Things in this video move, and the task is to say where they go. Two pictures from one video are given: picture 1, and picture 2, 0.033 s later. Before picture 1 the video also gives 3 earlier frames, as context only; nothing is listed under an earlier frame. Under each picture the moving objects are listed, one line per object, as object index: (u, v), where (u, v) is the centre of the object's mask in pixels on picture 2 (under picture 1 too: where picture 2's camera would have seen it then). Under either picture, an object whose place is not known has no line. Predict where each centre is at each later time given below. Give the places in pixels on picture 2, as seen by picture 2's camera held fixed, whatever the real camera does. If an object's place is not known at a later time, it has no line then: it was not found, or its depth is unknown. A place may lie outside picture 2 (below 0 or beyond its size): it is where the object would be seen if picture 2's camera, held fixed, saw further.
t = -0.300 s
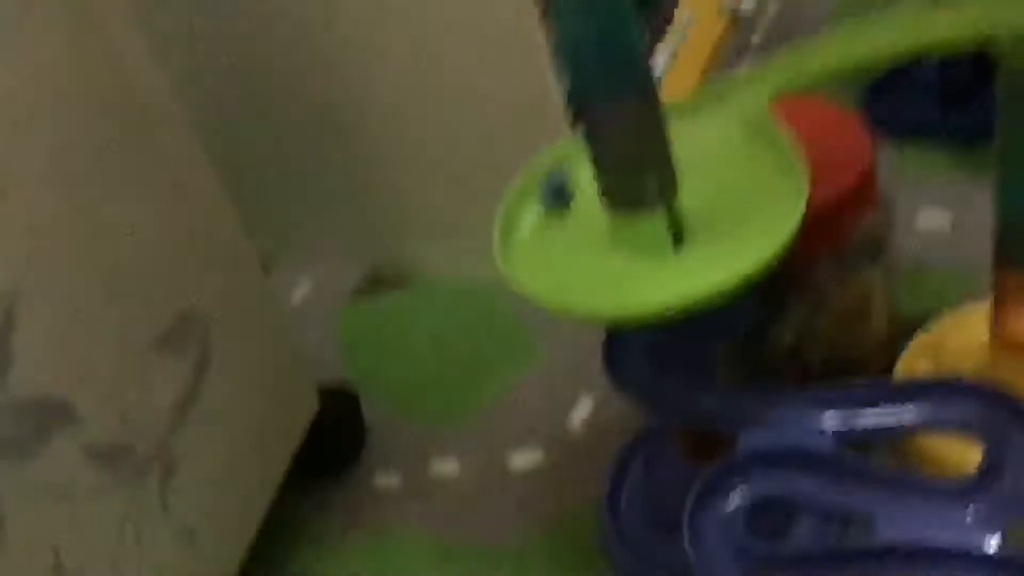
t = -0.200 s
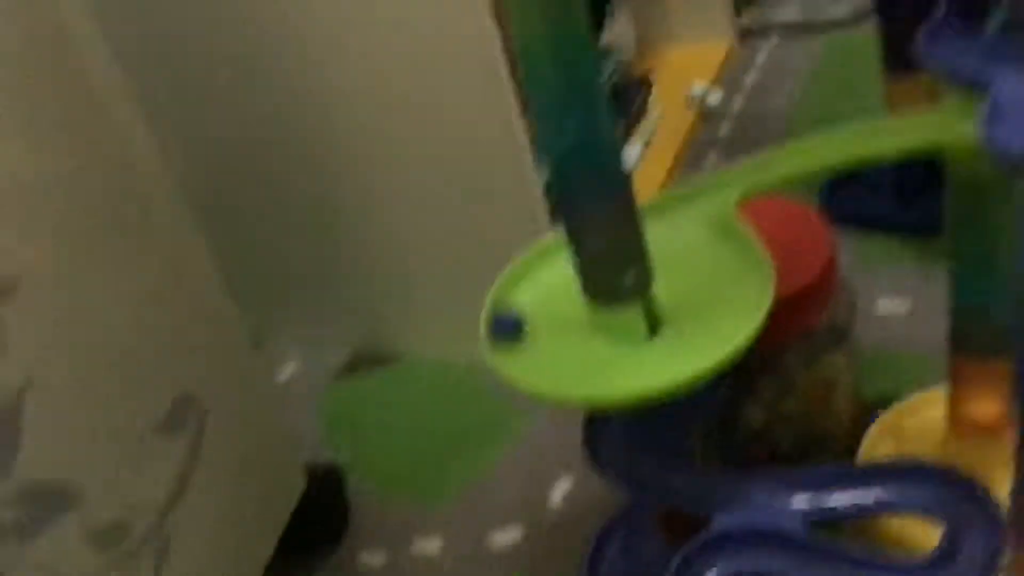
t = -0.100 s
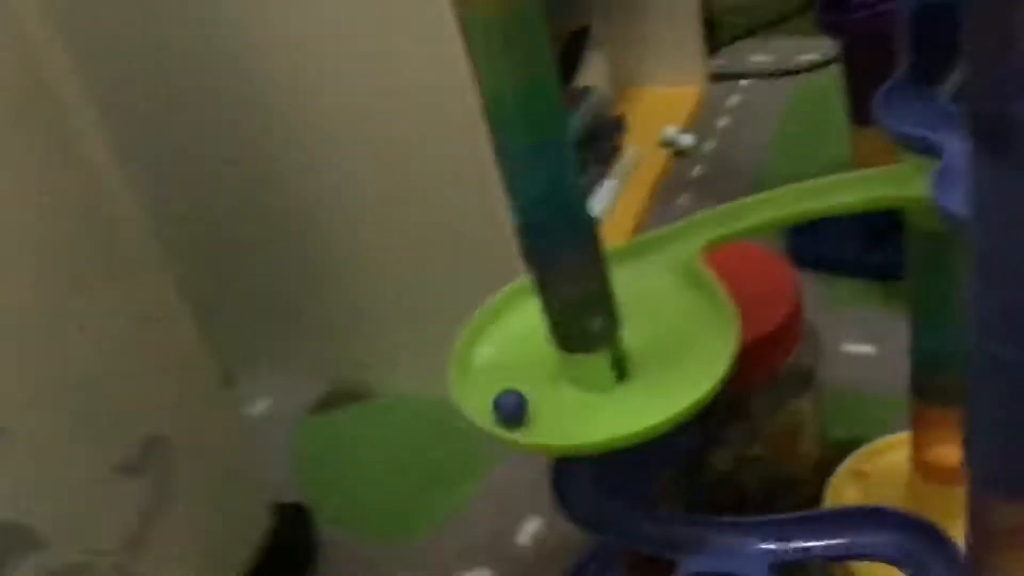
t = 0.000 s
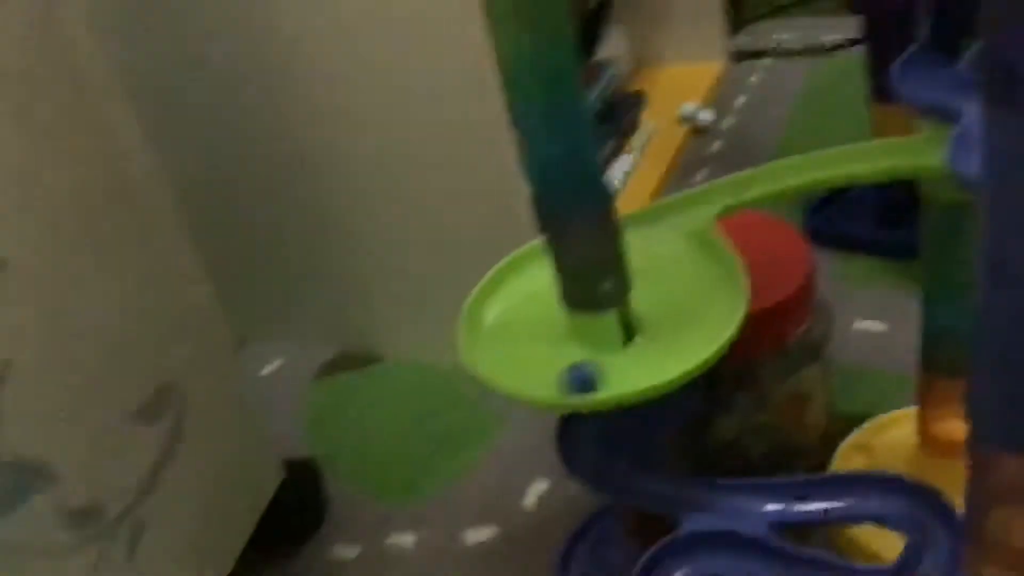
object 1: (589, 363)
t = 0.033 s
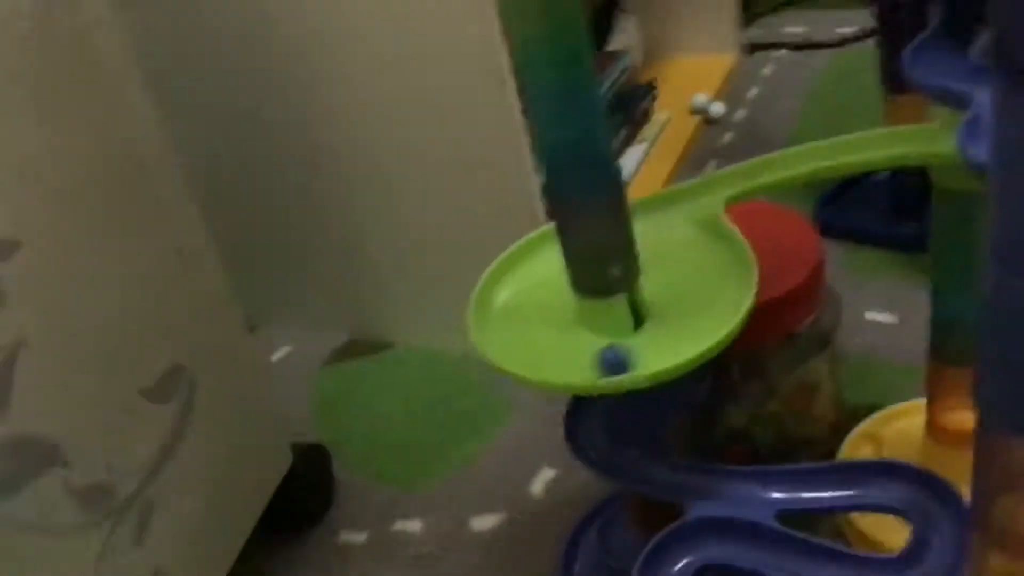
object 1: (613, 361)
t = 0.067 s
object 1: (638, 355)
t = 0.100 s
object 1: (659, 349)
